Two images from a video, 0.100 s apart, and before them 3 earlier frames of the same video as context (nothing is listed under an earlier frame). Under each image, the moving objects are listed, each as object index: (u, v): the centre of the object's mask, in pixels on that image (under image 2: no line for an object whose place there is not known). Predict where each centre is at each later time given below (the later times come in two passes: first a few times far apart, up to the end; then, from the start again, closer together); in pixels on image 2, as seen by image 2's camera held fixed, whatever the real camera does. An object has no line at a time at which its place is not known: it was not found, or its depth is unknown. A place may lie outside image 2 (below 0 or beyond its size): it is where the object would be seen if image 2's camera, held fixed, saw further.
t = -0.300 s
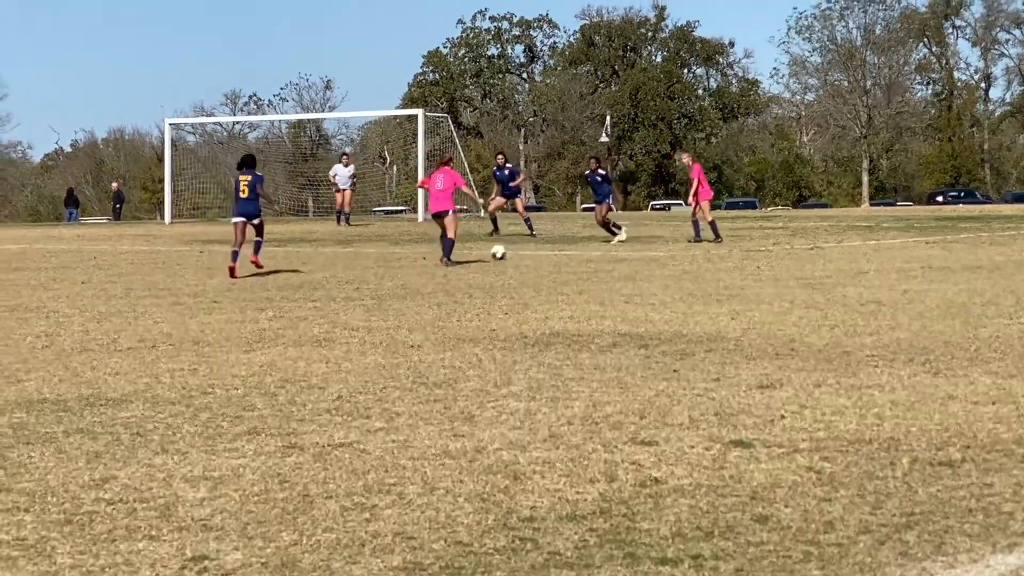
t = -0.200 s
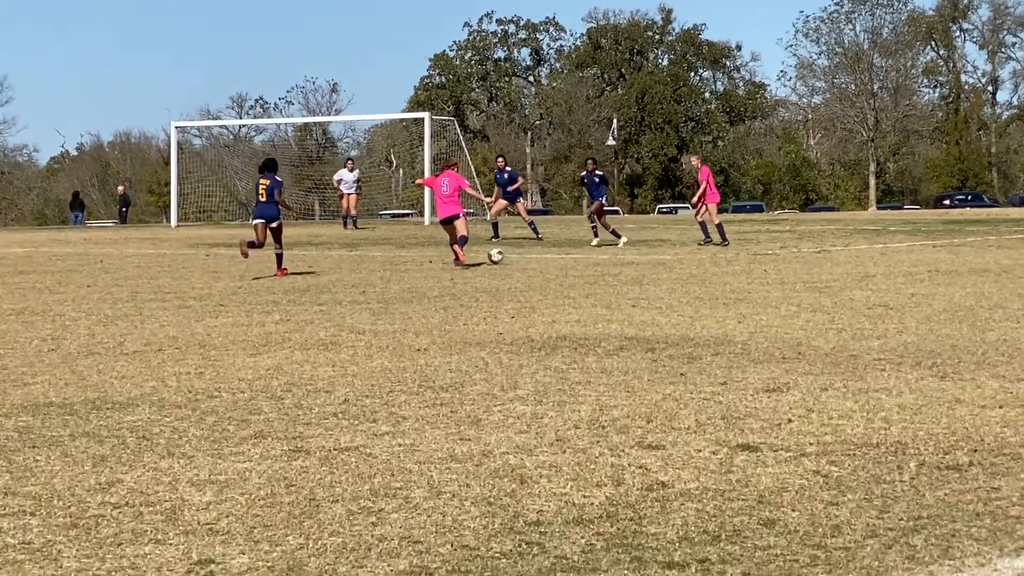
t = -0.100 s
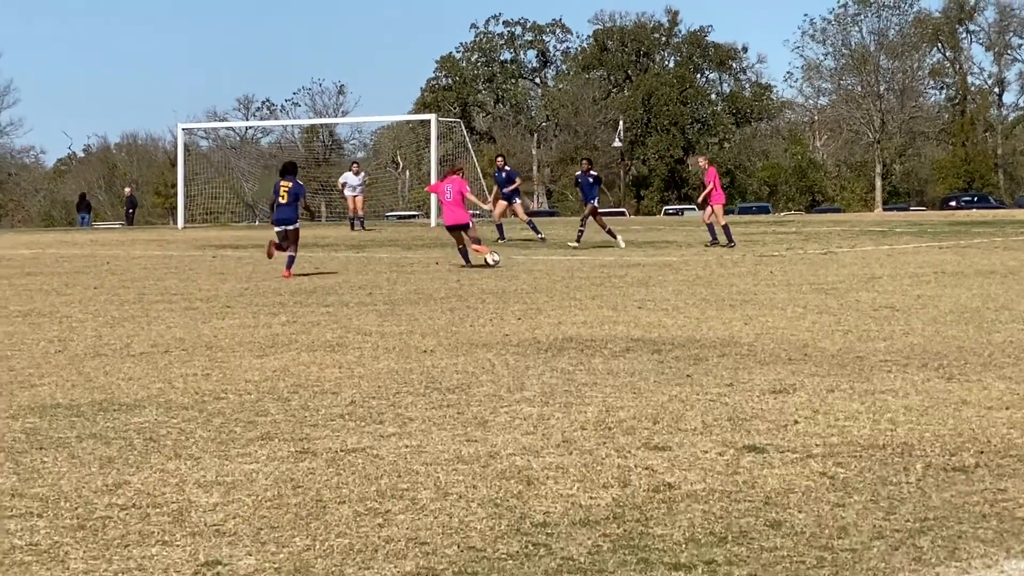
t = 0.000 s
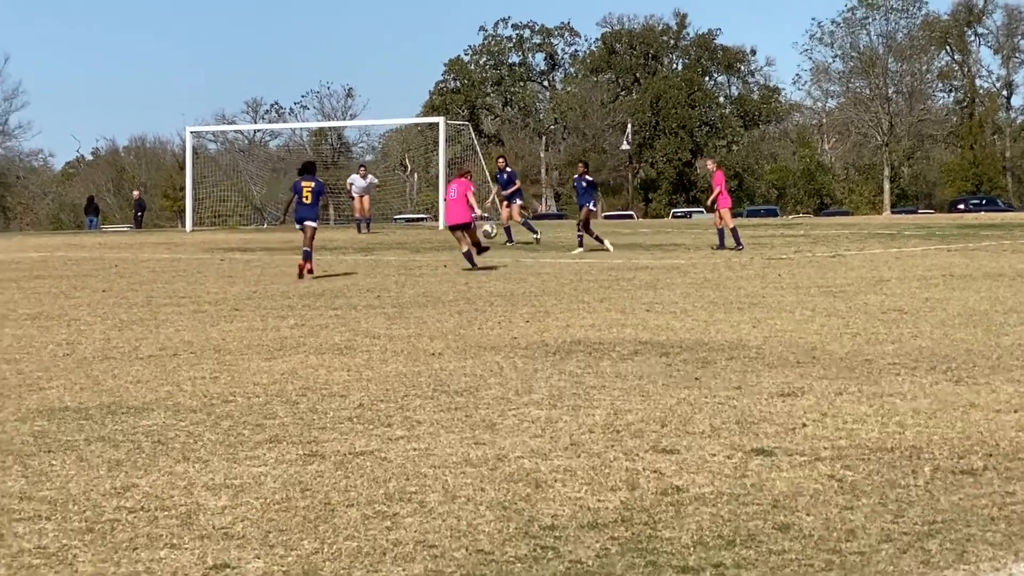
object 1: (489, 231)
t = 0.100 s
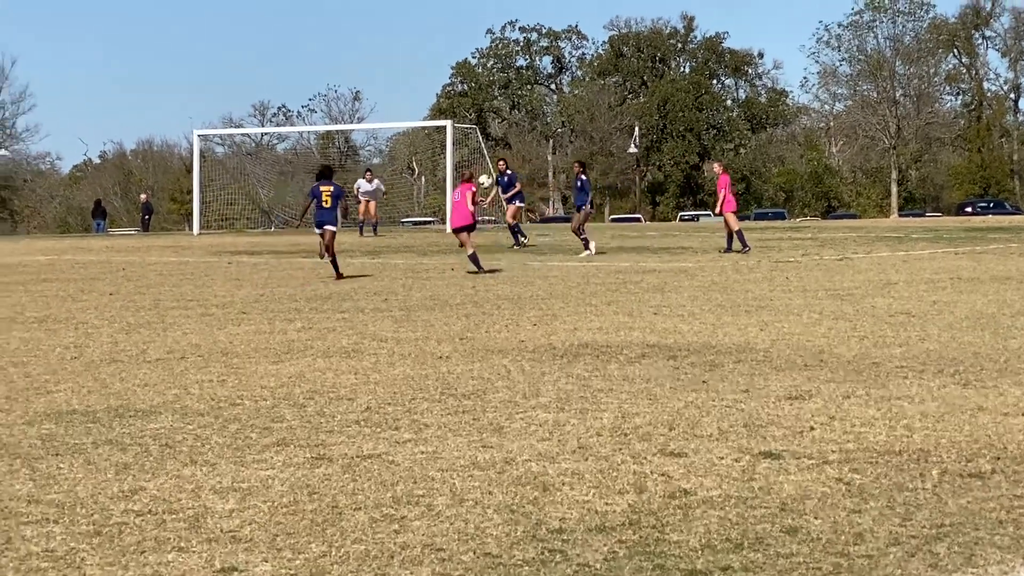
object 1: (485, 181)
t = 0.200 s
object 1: (470, 137)
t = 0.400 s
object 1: (443, 75)
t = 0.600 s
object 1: (412, 35)
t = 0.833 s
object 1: (373, 13)
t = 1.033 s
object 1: (340, 12)
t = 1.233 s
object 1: (306, 26)
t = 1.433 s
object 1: (270, 51)
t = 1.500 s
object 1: (258, 61)
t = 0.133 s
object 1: (480, 166)
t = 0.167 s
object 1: (476, 151)
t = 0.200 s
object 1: (470, 137)
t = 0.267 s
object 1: (462, 112)
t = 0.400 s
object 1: (443, 75)
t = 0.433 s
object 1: (438, 66)
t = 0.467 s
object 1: (433, 59)
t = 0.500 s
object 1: (427, 52)
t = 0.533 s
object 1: (422, 46)
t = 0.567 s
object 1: (417, 40)
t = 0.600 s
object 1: (412, 35)
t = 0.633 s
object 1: (406, 30)
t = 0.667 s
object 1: (400, 26)
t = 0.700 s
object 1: (395, 22)
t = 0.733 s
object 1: (389, 20)
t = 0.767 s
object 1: (384, 16)
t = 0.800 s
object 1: (378, 14)
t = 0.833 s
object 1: (373, 13)
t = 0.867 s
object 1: (367, 12)
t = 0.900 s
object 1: (362, 10)
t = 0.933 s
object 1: (356, 10)
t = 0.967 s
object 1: (351, 11)
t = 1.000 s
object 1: (345, 11)
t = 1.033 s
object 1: (340, 12)
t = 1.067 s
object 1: (334, 13)
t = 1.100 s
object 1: (329, 15)
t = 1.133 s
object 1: (323, 18)
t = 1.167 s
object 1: (318, 20)
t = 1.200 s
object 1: (312, 23)
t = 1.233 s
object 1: (306, 26)
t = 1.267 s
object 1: (300, 30)
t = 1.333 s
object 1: (289, 37)
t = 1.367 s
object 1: (283, 41)
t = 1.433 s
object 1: (270, 51)
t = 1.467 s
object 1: (264, 56)
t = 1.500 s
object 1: (258, 61)
